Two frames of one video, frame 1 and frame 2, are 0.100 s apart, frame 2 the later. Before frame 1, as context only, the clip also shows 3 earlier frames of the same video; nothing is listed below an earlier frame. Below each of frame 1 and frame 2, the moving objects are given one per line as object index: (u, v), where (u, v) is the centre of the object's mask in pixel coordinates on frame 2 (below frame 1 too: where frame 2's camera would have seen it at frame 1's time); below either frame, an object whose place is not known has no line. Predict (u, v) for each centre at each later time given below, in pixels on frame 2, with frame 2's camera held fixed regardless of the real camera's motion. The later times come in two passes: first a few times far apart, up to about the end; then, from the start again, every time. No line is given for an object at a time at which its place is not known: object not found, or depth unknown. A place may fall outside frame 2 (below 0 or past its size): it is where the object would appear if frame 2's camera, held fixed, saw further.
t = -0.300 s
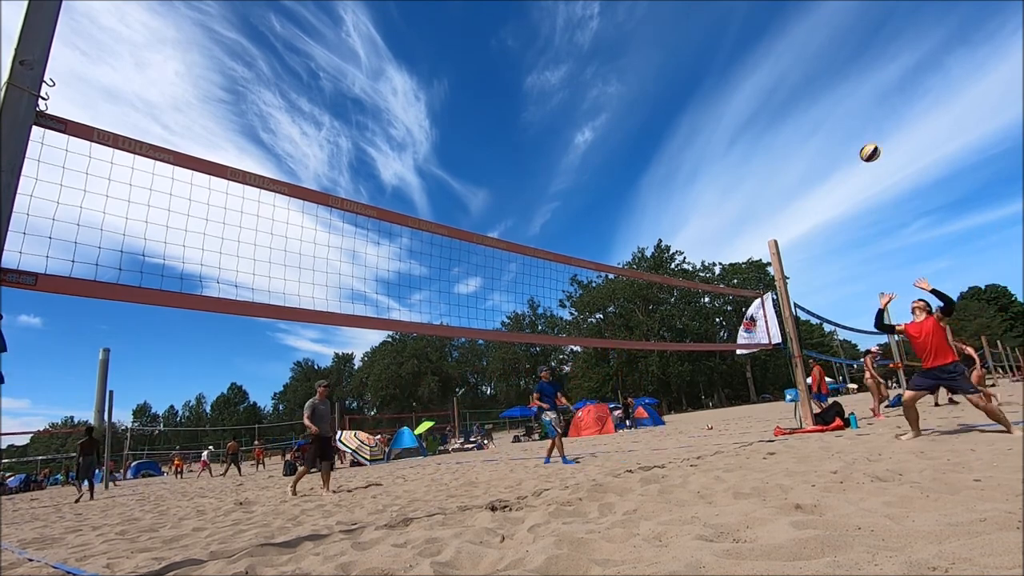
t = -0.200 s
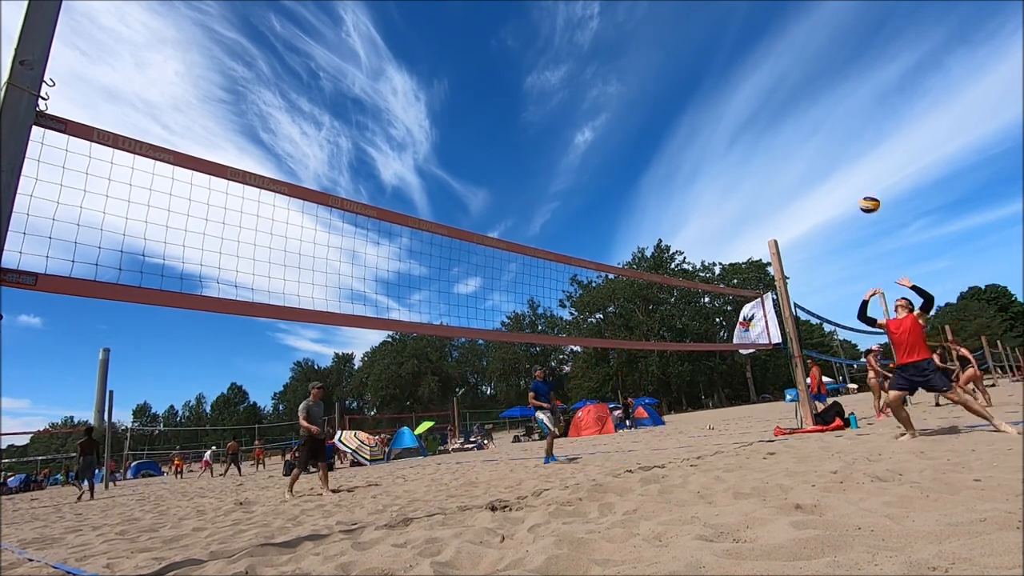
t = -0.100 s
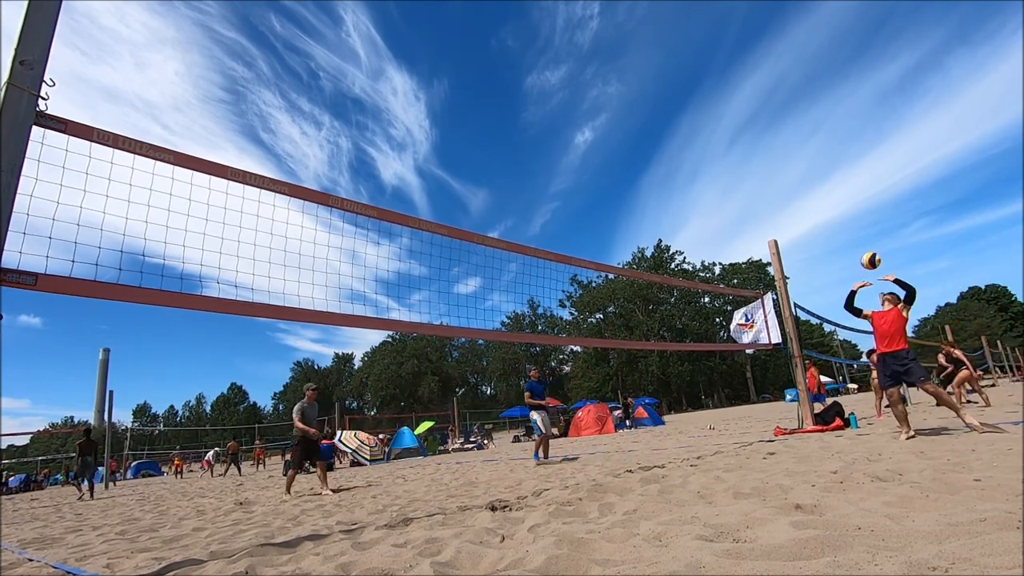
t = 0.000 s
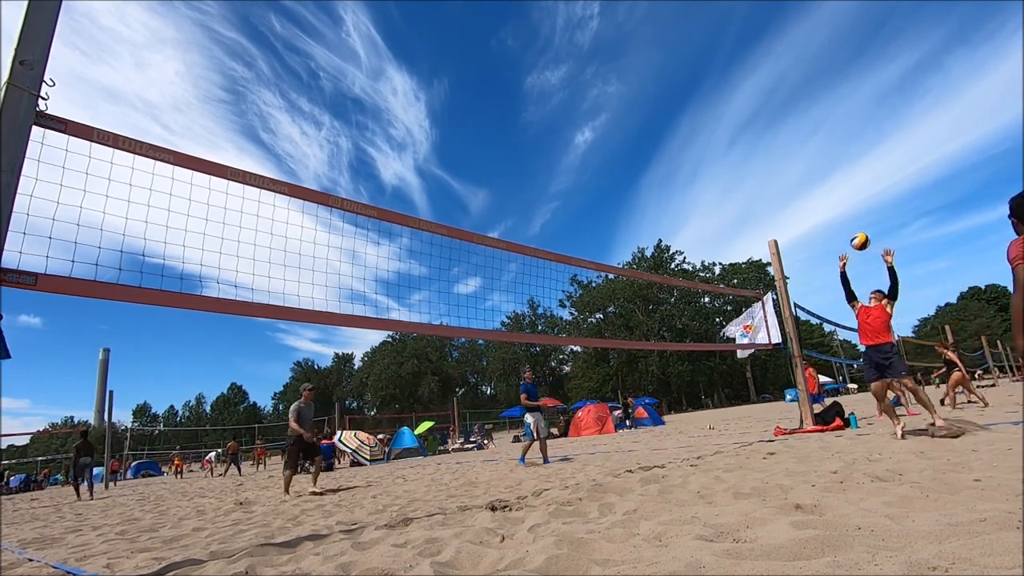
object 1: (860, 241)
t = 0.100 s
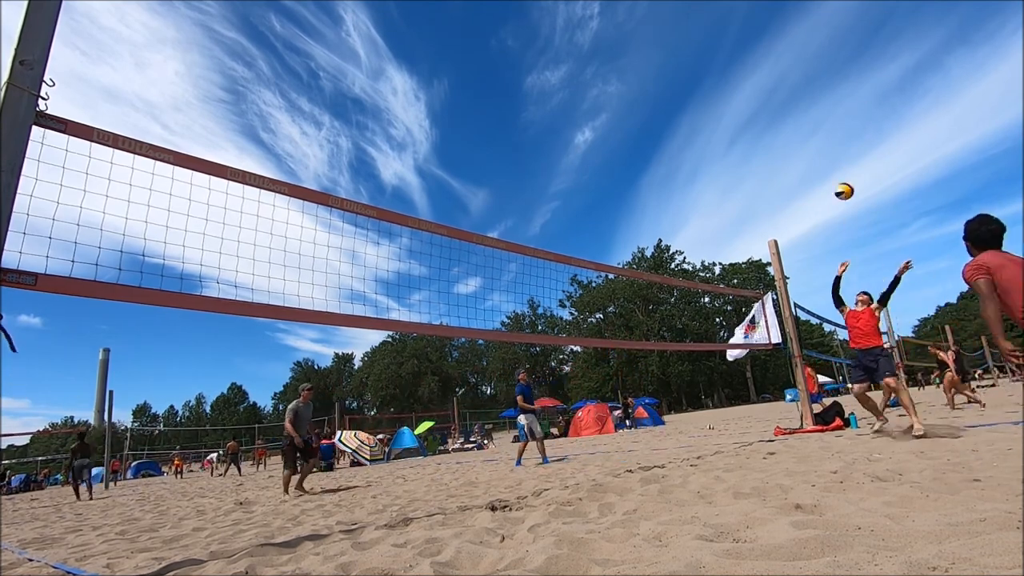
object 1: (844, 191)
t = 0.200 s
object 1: (829, 147)
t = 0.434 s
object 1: (797, 75)
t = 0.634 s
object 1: (774, 44)
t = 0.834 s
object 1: (752, 46)
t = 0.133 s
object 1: (839, 176)
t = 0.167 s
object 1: (834, 161)
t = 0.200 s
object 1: (829, 147)
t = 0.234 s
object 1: (824, 134)
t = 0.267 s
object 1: (819, 123)
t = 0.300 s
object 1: (814, 112)
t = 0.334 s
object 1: (810, 101)
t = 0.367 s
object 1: (805, 92)
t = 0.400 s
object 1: (801, 83)
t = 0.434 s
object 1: (797, 75)
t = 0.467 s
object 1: (792, 68)
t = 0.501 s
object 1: (789, 62)
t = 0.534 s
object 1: (785, 56)
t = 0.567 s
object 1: (781, 52)
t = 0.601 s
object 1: (777, 47)
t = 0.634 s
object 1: (774, 44)
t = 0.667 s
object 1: (770, 42)
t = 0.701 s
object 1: (766, 41)
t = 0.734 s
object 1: (762, 41)
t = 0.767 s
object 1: (758, 41)
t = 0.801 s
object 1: (755, 43)
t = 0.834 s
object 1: (752, 46)
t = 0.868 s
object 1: (749, 49)
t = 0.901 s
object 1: (747, 54)
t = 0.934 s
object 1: (744, 60)
